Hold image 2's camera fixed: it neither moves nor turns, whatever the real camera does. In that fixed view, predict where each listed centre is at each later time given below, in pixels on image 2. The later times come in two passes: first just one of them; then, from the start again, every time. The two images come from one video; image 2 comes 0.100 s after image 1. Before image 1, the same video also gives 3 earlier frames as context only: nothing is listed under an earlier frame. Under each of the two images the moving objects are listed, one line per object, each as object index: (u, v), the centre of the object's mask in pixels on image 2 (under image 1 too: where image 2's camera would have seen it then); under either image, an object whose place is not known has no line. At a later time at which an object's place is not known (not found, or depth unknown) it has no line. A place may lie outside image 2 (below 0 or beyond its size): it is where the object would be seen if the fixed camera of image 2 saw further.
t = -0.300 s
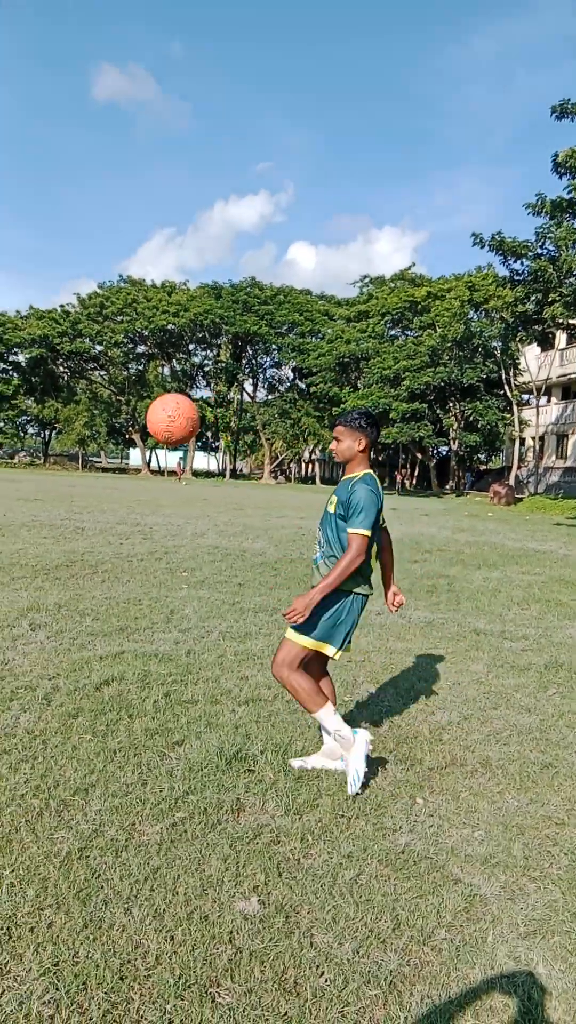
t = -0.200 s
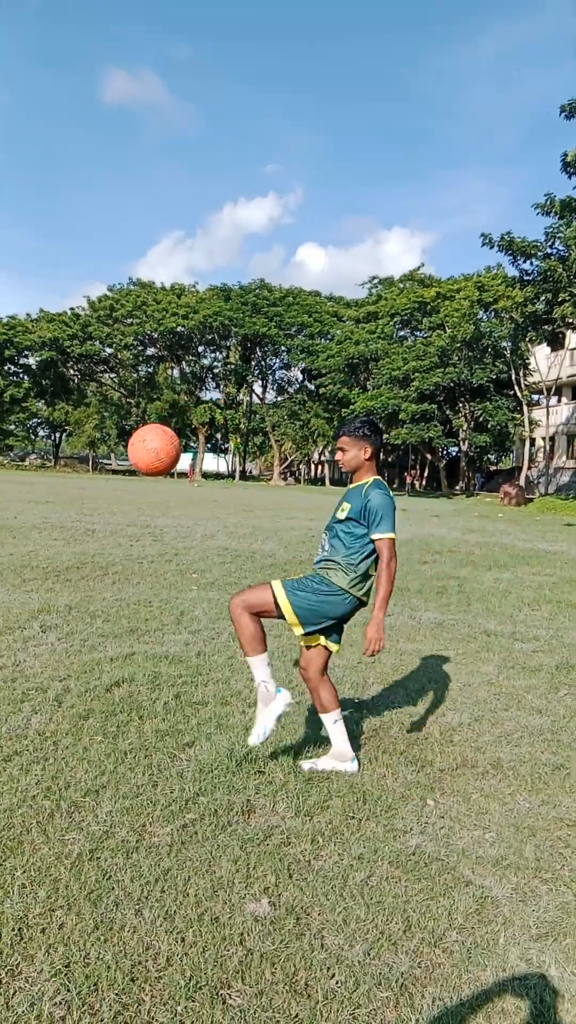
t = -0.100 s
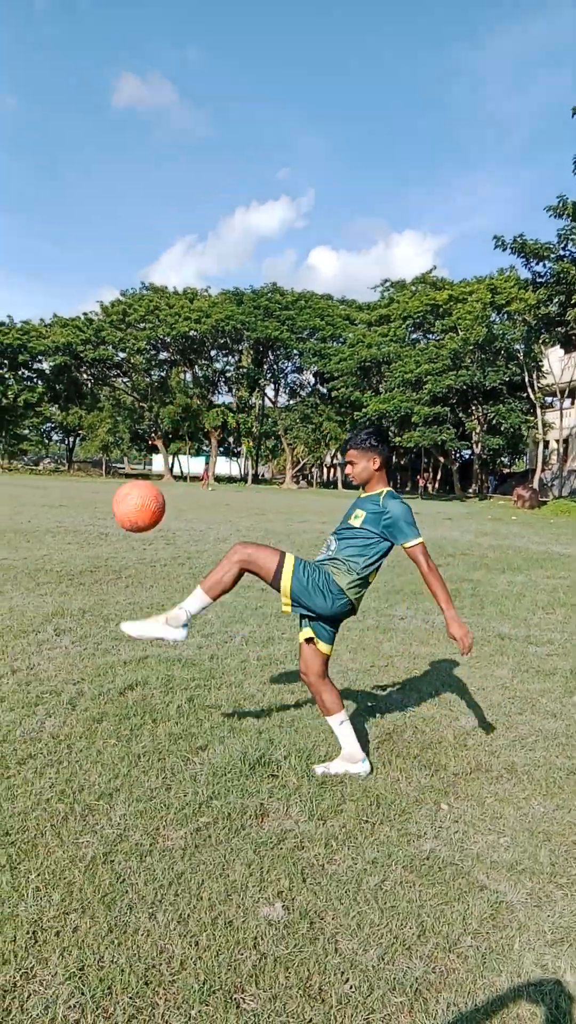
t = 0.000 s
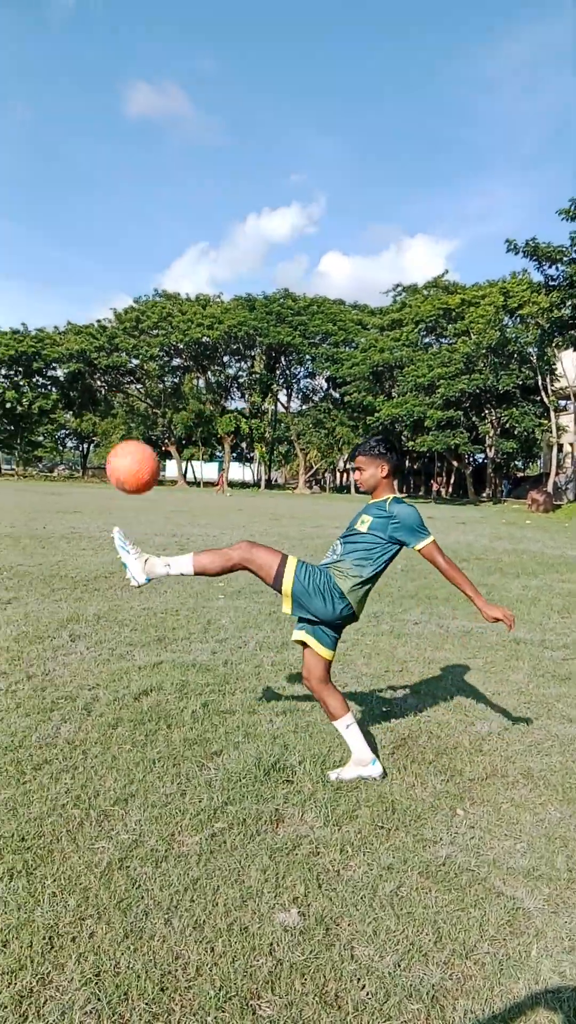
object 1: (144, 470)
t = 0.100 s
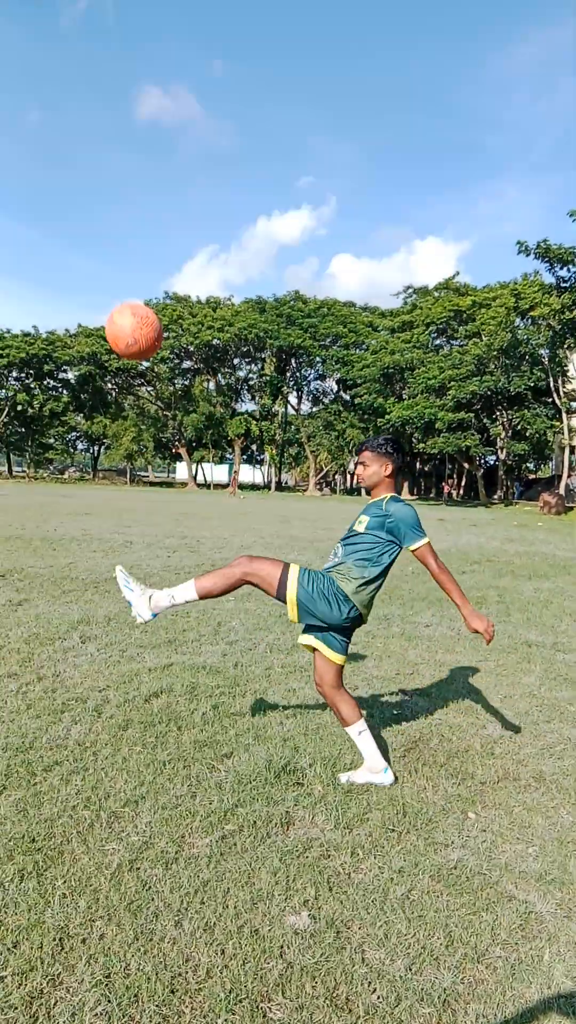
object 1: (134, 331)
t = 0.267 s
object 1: (116, 136)
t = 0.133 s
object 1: (130, 288)
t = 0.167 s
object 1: (127, 247)
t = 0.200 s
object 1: (123, 208)
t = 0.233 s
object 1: (120, 171)
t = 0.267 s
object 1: (116, 136)
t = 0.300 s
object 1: (112, 103)
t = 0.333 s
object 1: (107, 73)
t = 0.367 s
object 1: (102, 44)
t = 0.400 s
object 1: (98, 18)
